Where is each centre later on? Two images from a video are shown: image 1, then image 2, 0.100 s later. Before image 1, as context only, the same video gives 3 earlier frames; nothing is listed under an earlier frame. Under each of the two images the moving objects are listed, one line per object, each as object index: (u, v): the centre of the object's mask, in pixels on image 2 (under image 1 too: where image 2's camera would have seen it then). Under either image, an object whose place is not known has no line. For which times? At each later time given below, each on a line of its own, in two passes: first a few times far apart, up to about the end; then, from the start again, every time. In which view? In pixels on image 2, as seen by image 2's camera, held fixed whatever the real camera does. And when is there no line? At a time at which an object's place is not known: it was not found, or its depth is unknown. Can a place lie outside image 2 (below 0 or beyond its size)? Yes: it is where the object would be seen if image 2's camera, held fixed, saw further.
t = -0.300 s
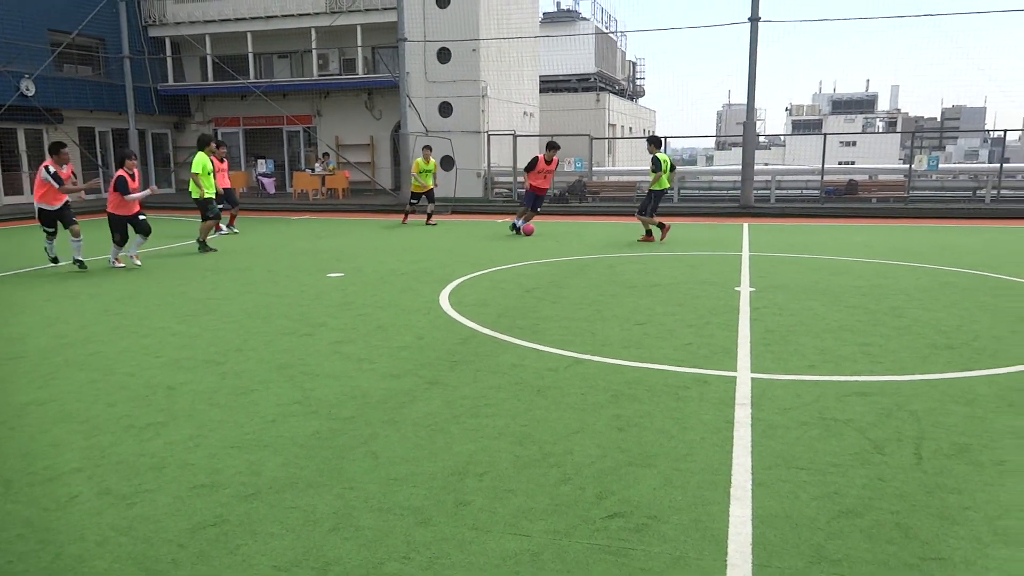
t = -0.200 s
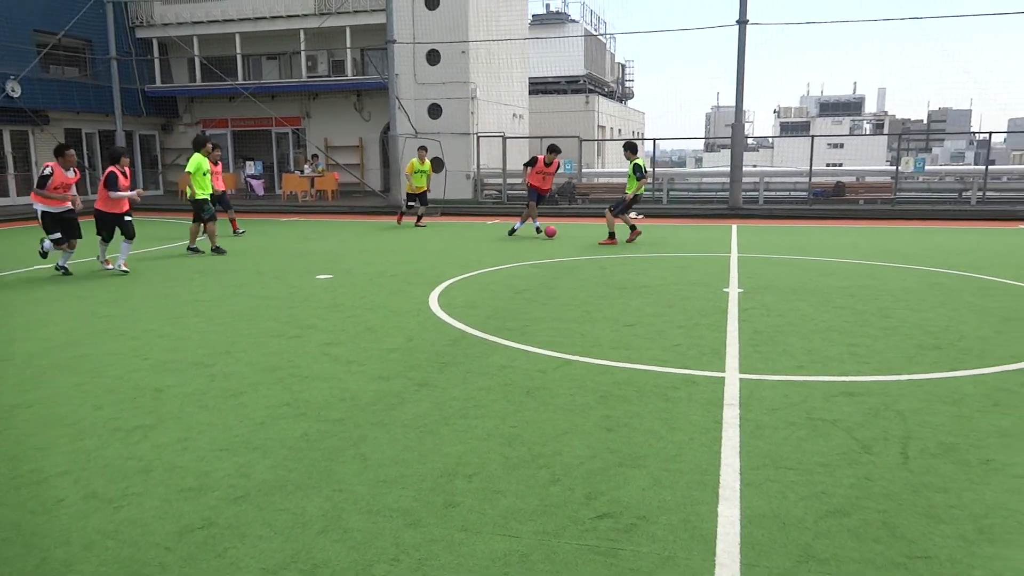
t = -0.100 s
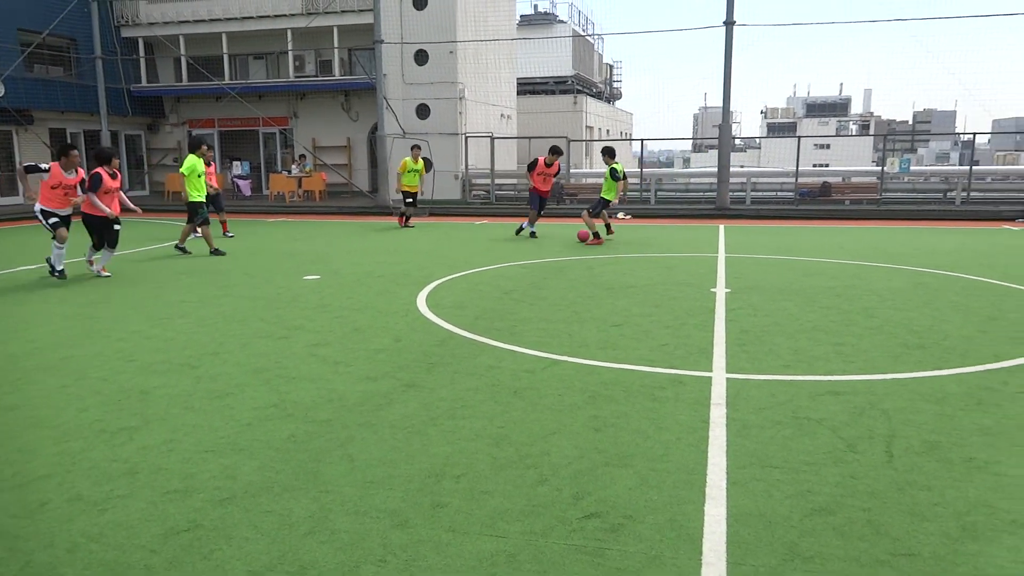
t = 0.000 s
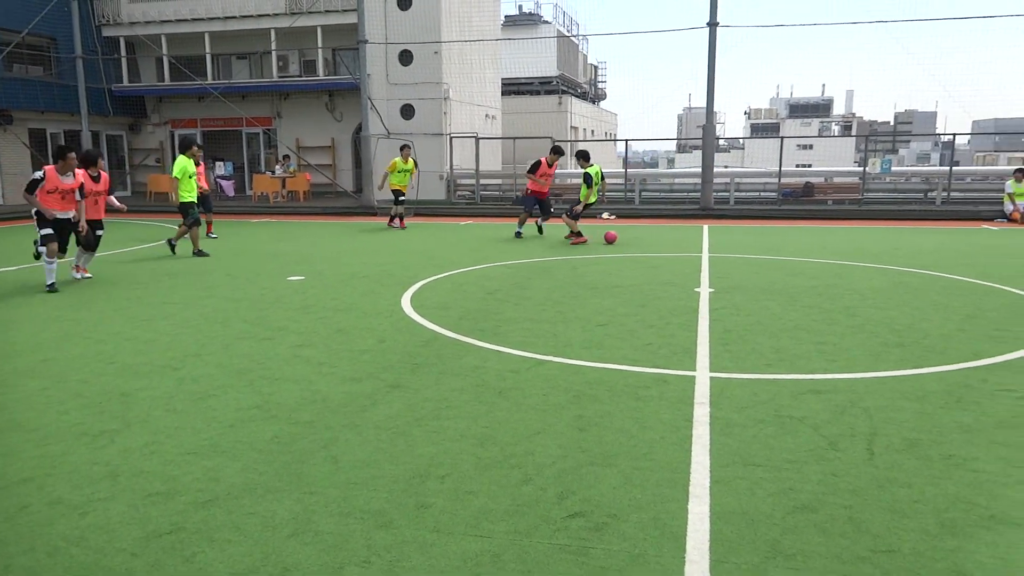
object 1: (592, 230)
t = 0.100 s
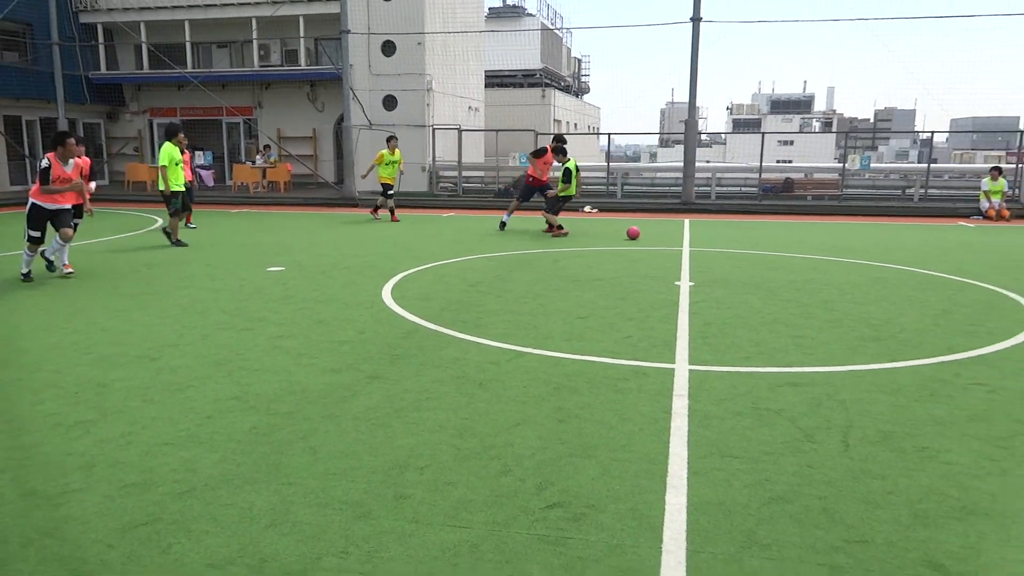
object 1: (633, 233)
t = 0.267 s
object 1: (699, 236)
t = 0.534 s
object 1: (814, 242)
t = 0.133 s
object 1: (646, 233)
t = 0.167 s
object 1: (659, 234)
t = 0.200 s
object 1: (672, 235)
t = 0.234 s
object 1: (686, 235)
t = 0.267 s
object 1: (699, 236)
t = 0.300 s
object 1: (713, 237)
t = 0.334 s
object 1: (727, 238)
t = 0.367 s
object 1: (741, 238)
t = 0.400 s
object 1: (755, 239)
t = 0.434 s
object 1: (770, 240)
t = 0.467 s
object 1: (784, 241)
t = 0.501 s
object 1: (799, 241)
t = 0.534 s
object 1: (814, 242)
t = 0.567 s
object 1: (829, 243)
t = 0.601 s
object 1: (844, 243)
